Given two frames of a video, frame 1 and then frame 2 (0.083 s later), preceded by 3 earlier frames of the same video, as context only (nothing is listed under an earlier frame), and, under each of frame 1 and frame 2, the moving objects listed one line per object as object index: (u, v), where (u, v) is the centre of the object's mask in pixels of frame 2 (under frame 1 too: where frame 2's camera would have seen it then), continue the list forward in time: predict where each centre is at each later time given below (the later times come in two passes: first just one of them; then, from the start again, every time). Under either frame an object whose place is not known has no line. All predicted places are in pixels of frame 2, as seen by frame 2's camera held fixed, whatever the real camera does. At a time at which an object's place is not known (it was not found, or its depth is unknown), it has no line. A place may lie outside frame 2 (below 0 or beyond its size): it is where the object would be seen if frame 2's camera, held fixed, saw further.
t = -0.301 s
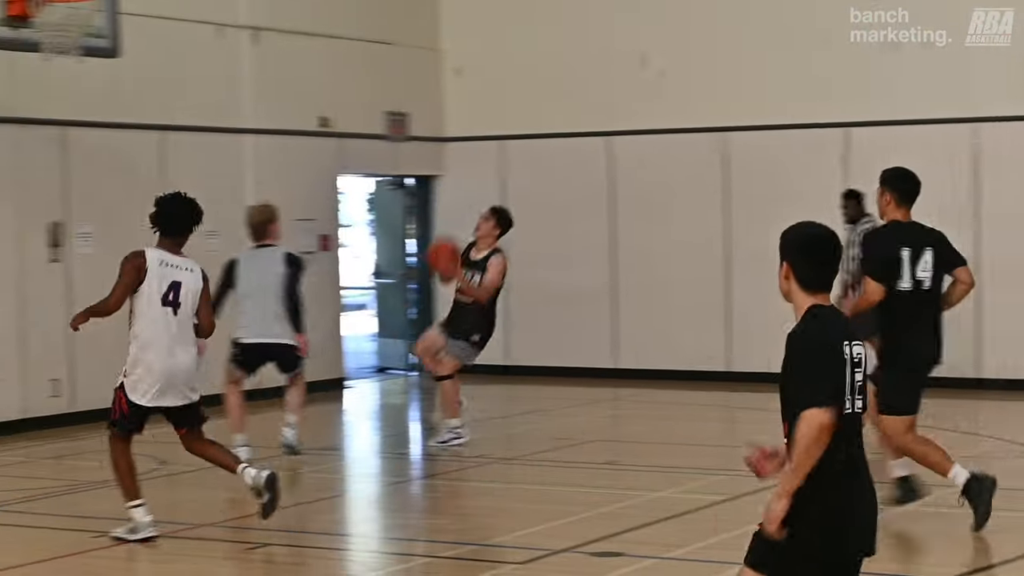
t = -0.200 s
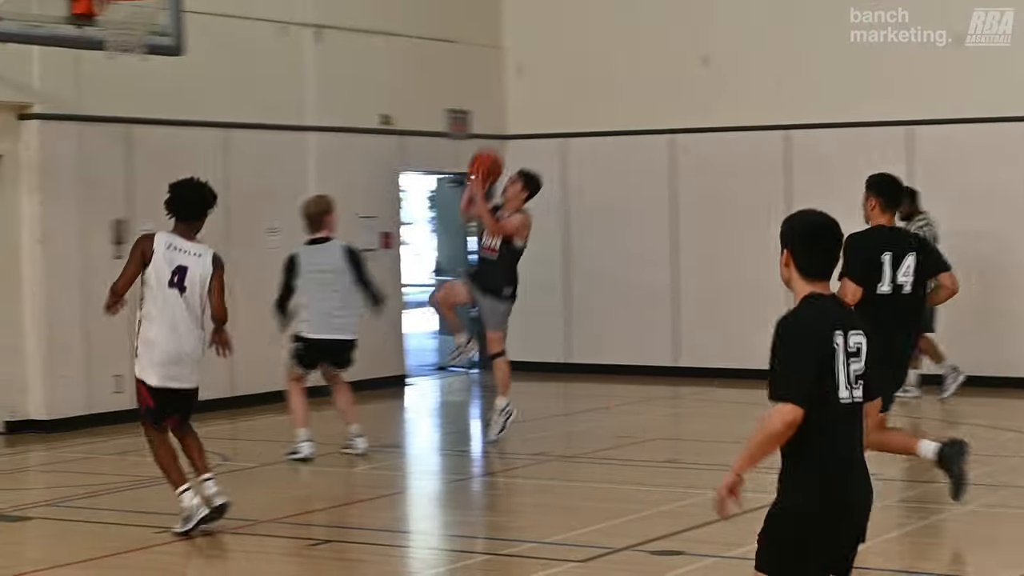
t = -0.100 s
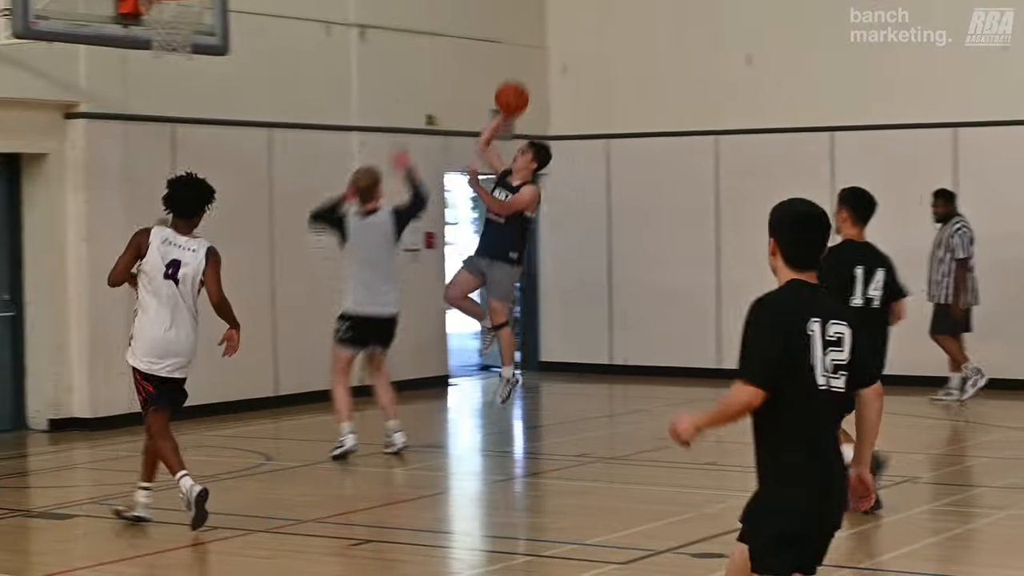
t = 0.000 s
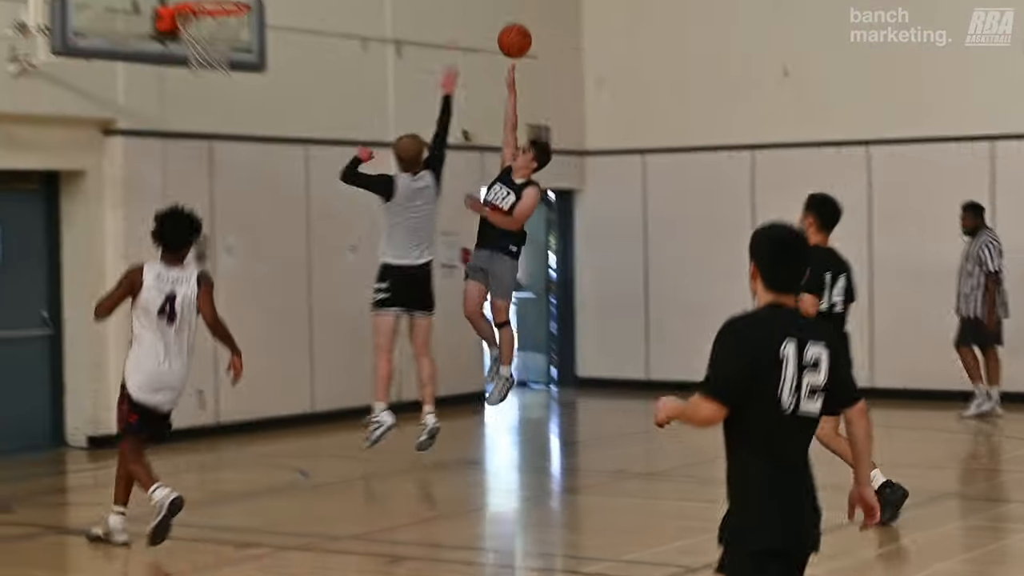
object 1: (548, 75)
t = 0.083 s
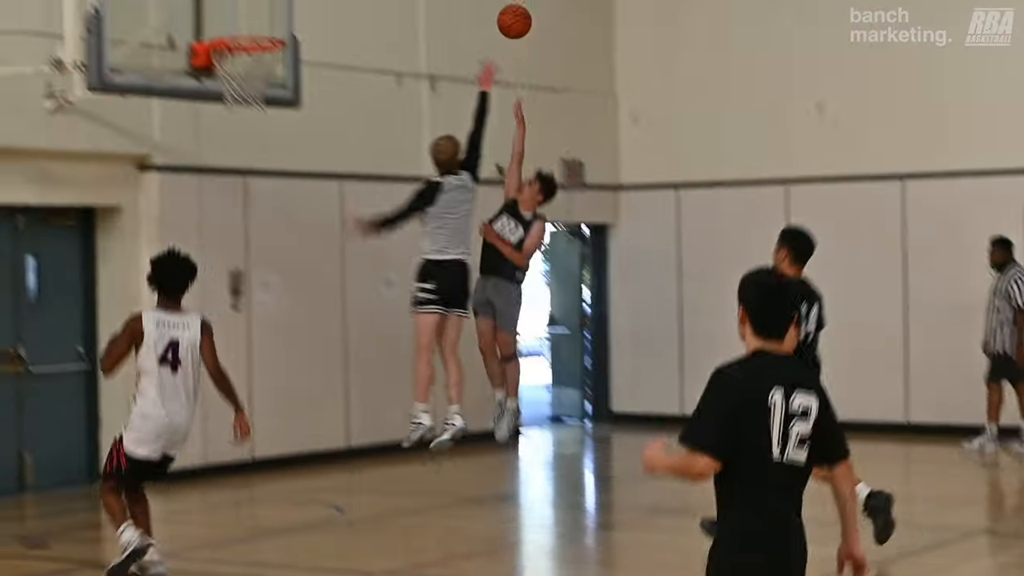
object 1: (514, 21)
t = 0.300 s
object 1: (426, -75)
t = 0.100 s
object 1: (508, 11)
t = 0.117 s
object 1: (501, 2)
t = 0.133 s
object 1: (494, -6)
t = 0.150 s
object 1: (487, -14)
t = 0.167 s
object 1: (480, -22)
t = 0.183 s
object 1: (473, -30)
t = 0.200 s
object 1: (467, -38)
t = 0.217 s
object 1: (460, -45)
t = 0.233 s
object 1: (453, -52)
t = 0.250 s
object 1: (446, -59)
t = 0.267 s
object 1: (439, -65)
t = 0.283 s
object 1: (433, -70)
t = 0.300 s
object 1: (426, -75)
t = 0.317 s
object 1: (419, -80)
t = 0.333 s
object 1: (413, -84)
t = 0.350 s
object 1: (406, -88)
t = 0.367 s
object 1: (399, -92)
